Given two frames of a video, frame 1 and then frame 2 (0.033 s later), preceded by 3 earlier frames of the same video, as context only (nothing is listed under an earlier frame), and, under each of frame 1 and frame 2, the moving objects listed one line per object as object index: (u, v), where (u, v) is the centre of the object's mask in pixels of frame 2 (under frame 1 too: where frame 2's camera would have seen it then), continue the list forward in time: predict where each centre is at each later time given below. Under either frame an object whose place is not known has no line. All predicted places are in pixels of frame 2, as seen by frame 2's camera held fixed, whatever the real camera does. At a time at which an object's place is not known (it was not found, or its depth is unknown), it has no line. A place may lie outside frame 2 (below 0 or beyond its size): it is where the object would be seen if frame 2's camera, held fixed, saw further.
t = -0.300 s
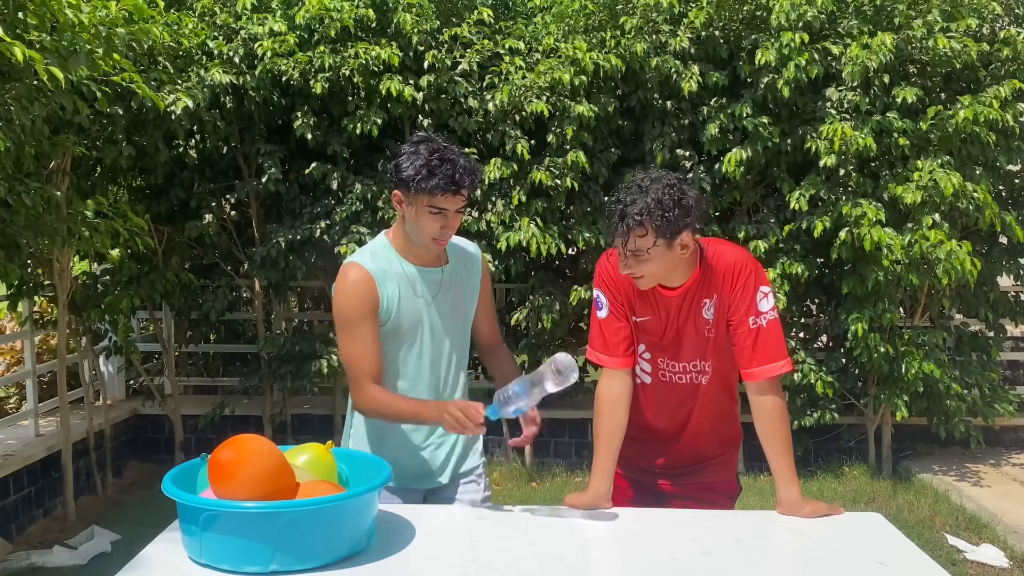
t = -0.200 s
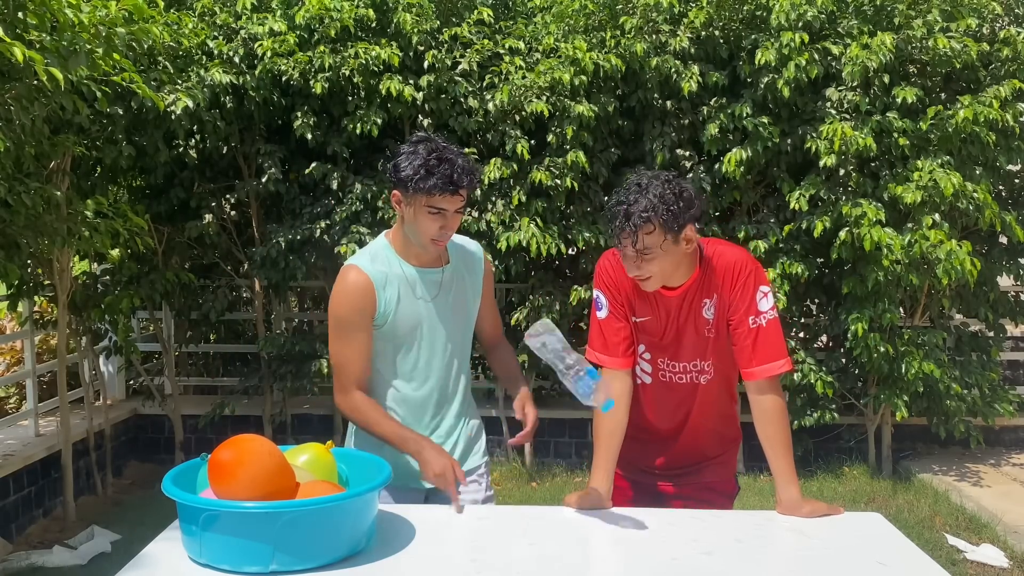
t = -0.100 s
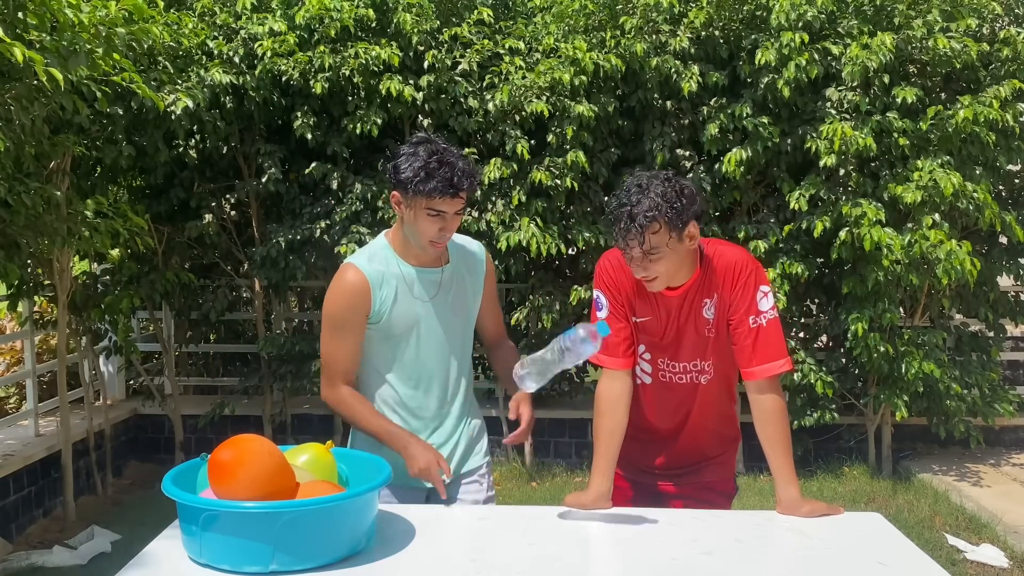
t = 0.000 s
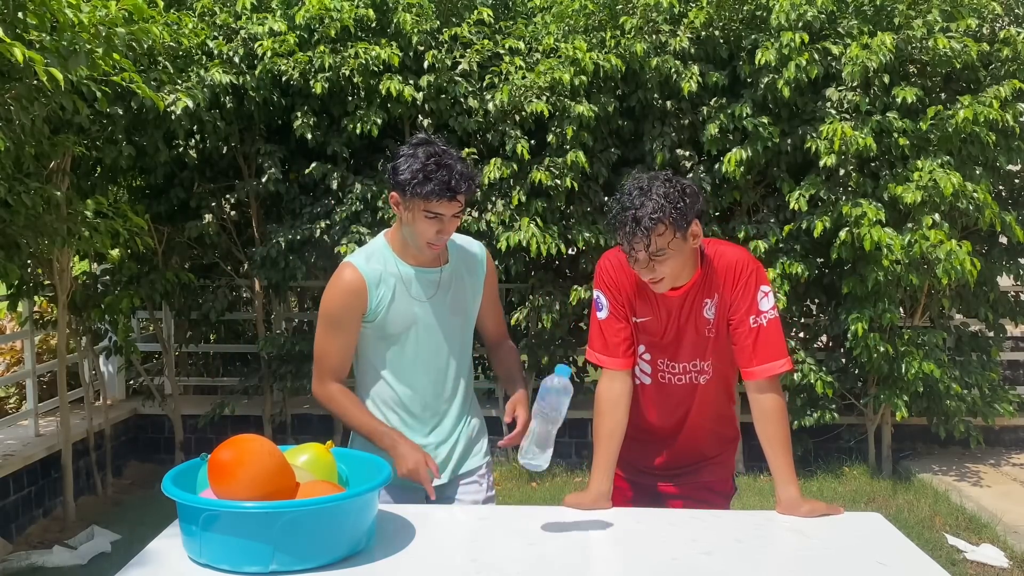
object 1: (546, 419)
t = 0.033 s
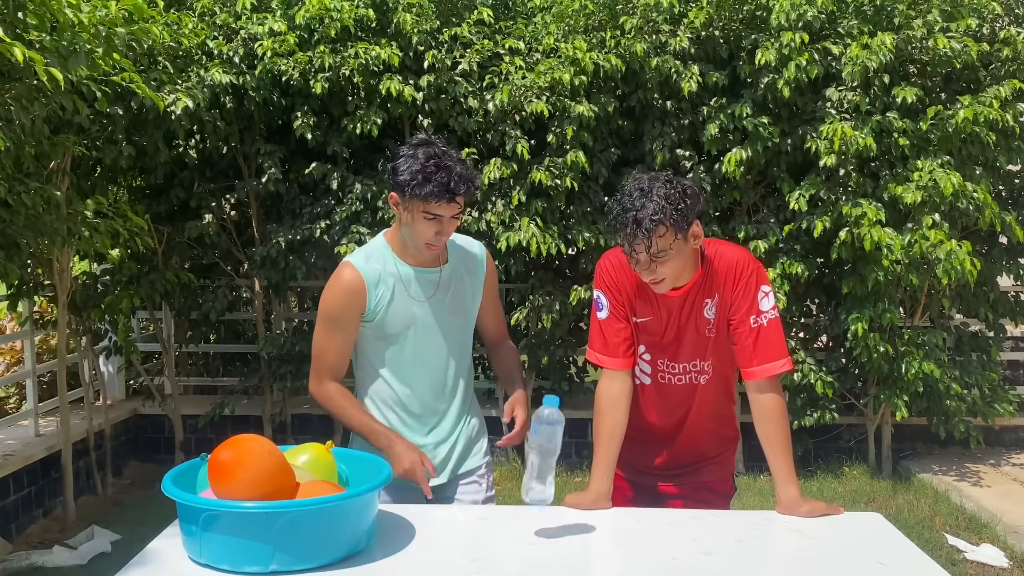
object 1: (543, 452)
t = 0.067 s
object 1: (541, 490)
